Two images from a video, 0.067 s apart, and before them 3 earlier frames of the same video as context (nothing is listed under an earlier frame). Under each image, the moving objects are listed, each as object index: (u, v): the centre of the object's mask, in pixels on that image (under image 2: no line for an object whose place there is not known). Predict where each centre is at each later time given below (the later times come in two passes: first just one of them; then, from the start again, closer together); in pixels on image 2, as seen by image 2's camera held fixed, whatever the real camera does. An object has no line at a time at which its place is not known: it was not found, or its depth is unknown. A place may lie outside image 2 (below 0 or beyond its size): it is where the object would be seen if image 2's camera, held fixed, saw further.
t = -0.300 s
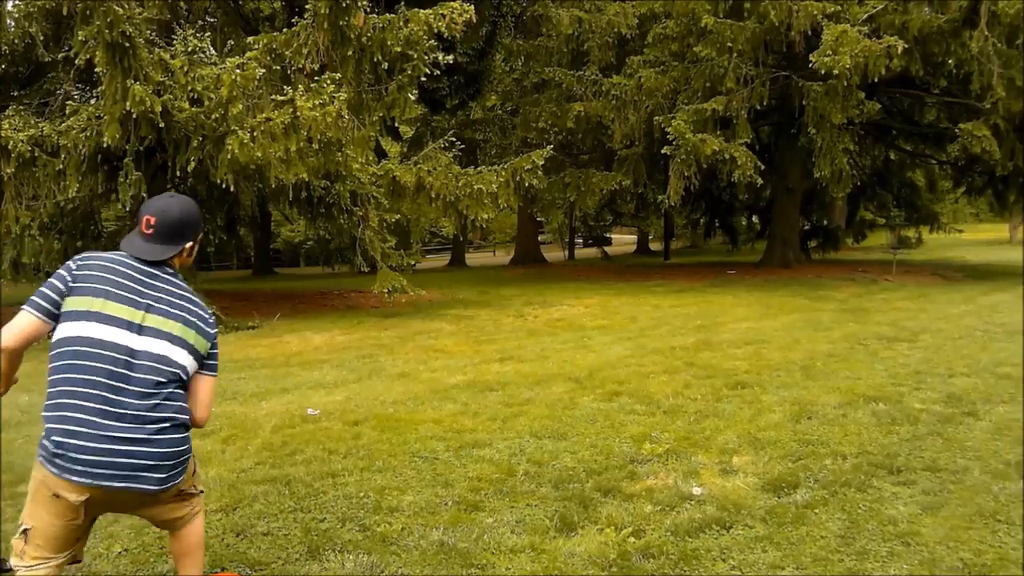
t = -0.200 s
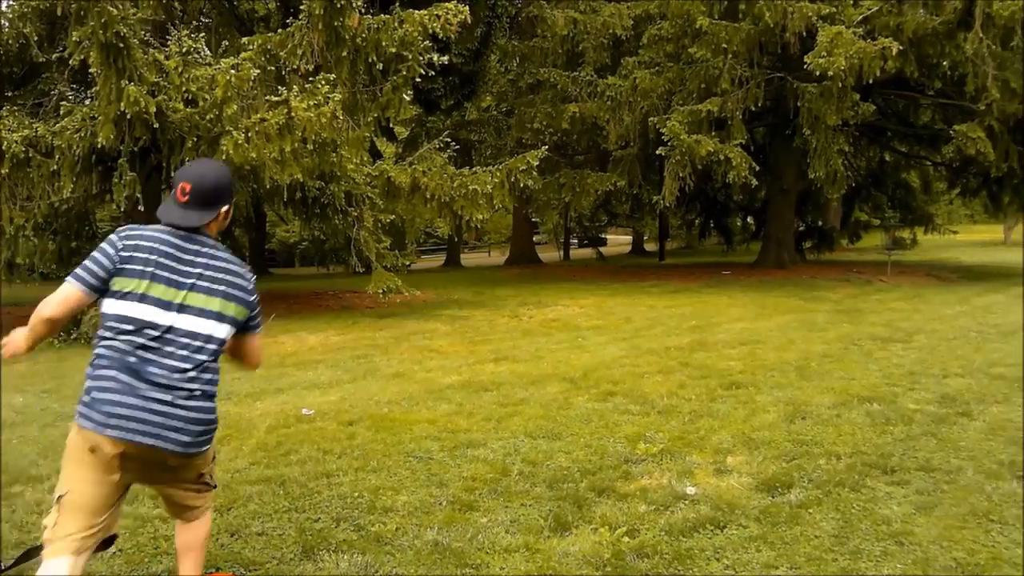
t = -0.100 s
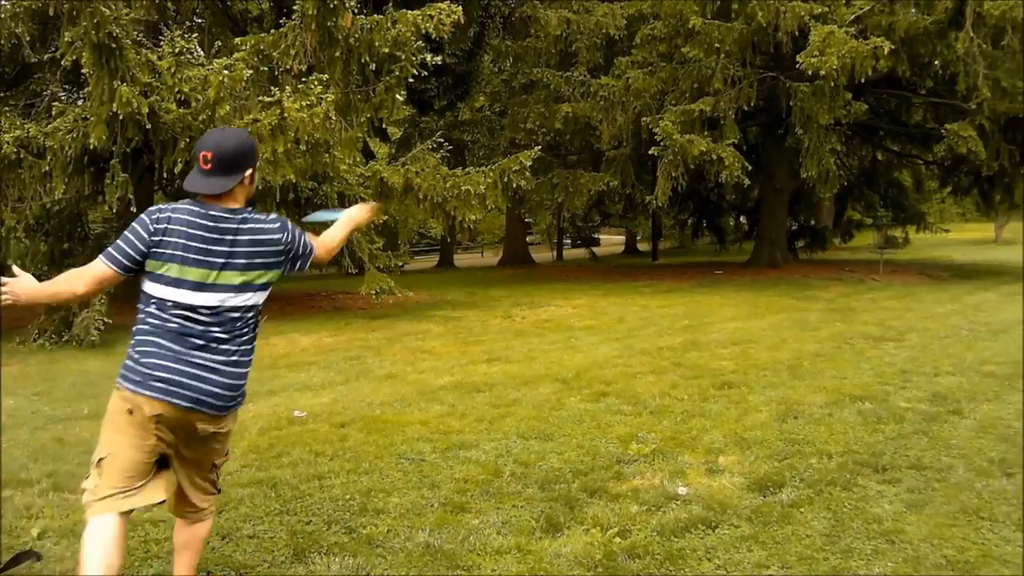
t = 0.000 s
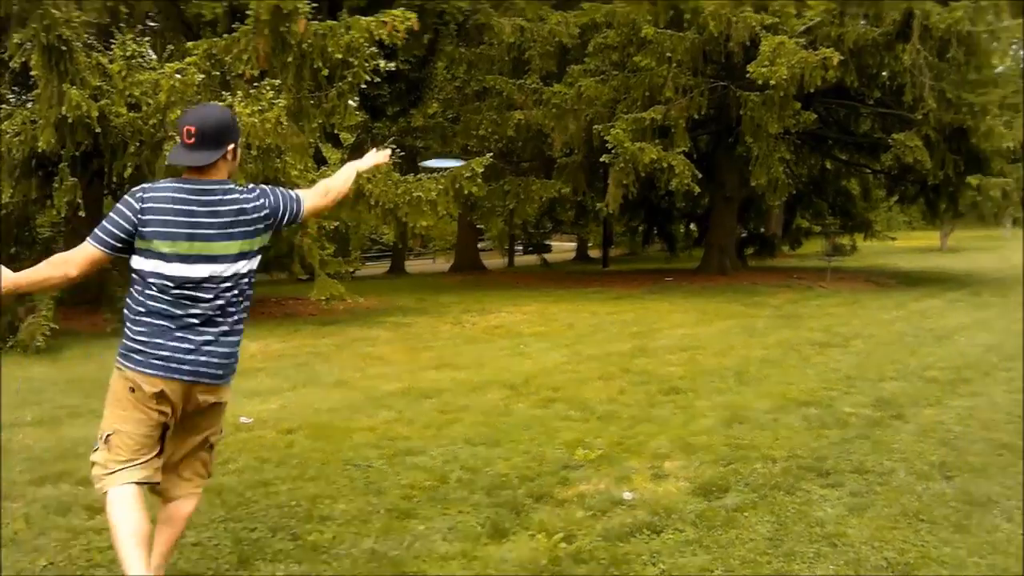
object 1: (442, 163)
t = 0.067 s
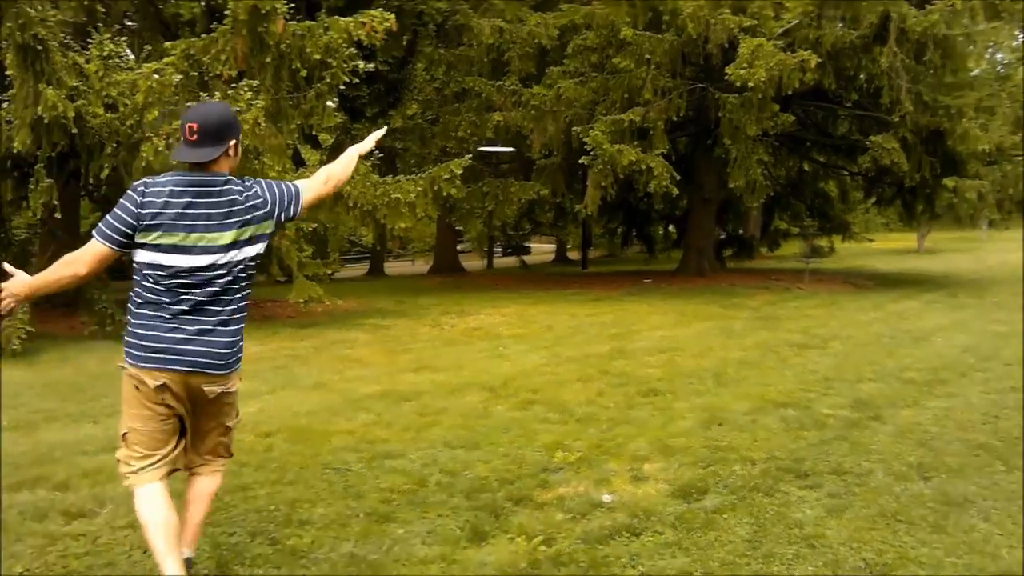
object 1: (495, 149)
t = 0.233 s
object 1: (607, 148)
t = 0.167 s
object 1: (572, 146)
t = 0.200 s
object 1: (590, 146)
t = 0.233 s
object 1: (607, 148)
